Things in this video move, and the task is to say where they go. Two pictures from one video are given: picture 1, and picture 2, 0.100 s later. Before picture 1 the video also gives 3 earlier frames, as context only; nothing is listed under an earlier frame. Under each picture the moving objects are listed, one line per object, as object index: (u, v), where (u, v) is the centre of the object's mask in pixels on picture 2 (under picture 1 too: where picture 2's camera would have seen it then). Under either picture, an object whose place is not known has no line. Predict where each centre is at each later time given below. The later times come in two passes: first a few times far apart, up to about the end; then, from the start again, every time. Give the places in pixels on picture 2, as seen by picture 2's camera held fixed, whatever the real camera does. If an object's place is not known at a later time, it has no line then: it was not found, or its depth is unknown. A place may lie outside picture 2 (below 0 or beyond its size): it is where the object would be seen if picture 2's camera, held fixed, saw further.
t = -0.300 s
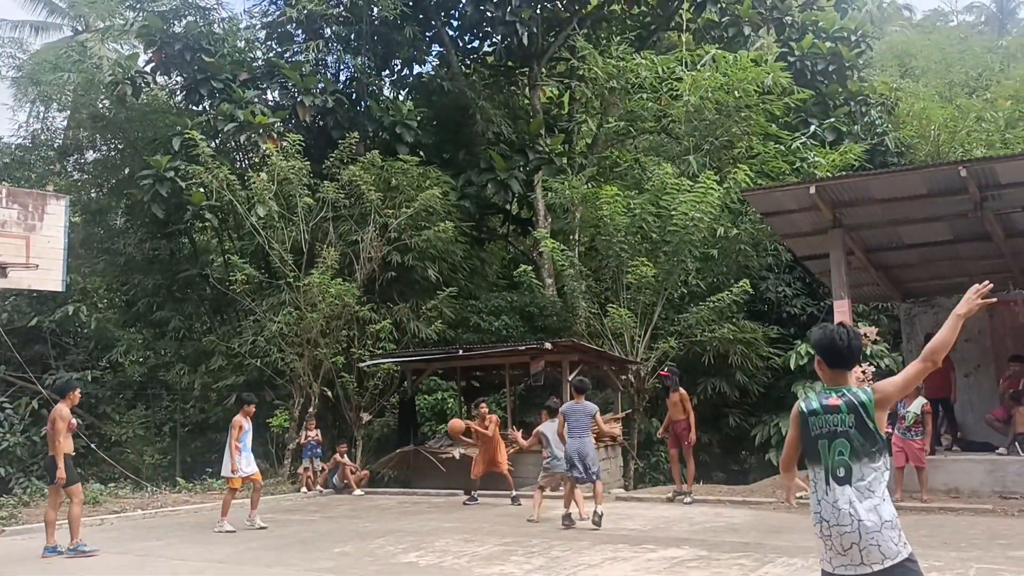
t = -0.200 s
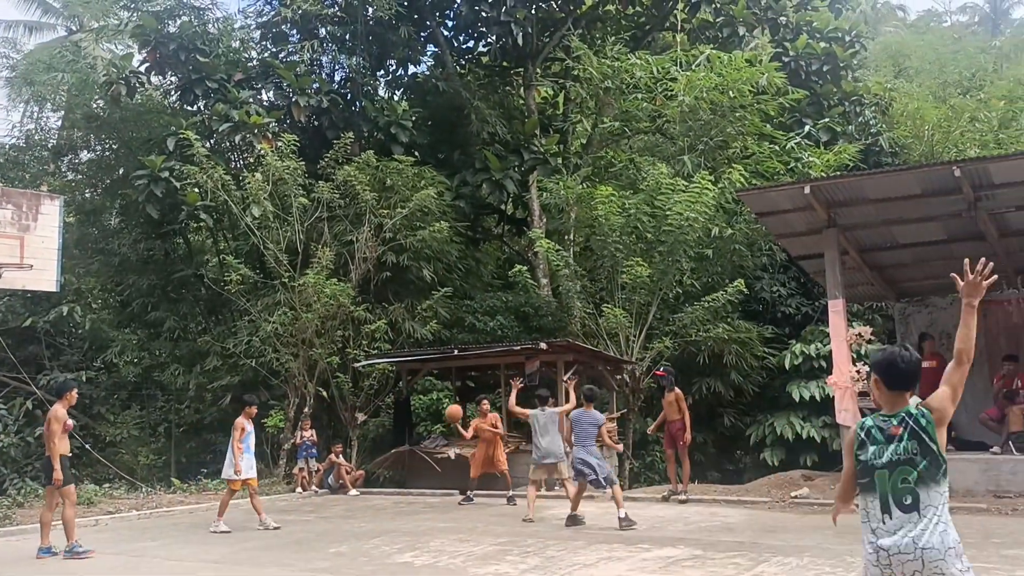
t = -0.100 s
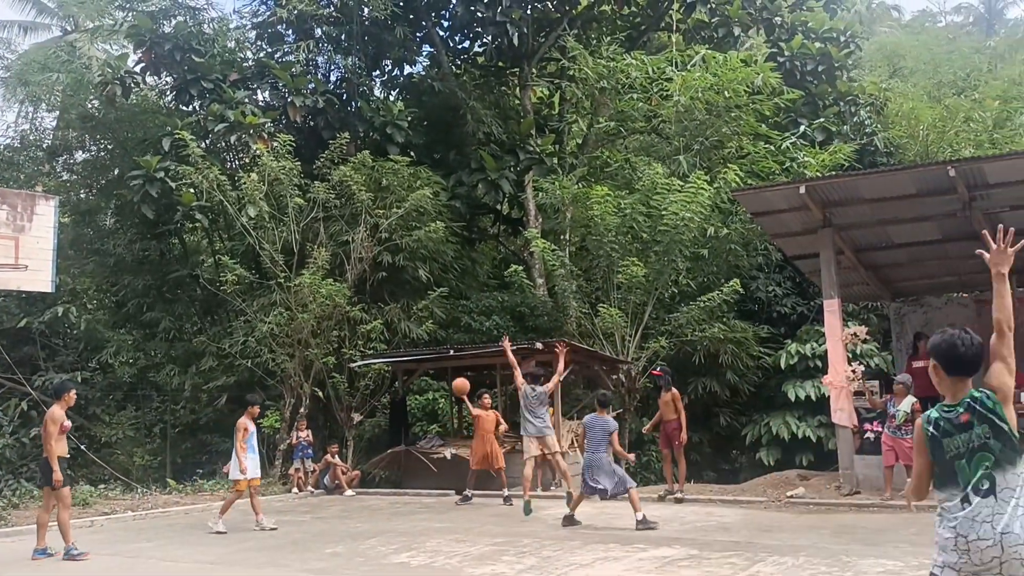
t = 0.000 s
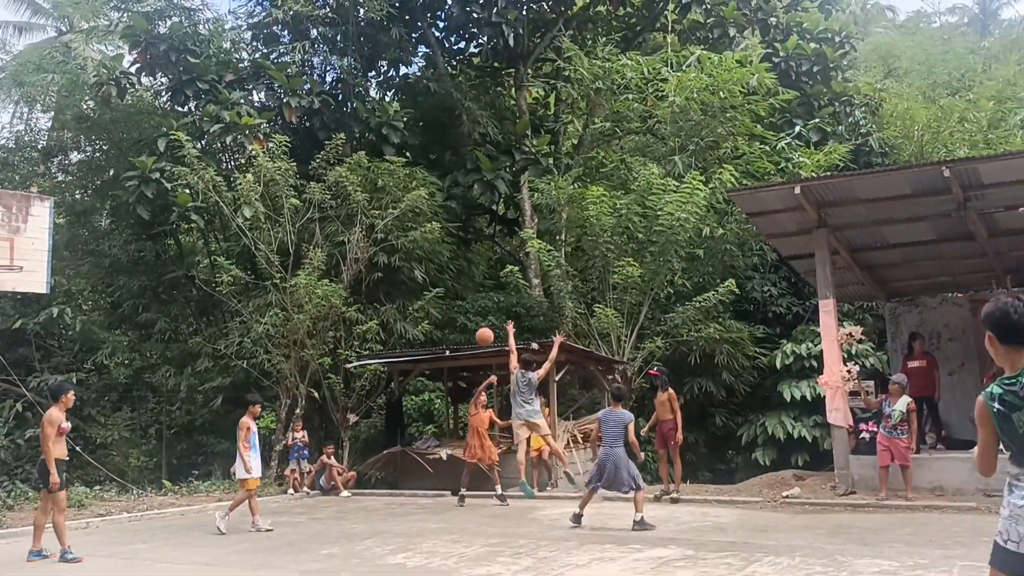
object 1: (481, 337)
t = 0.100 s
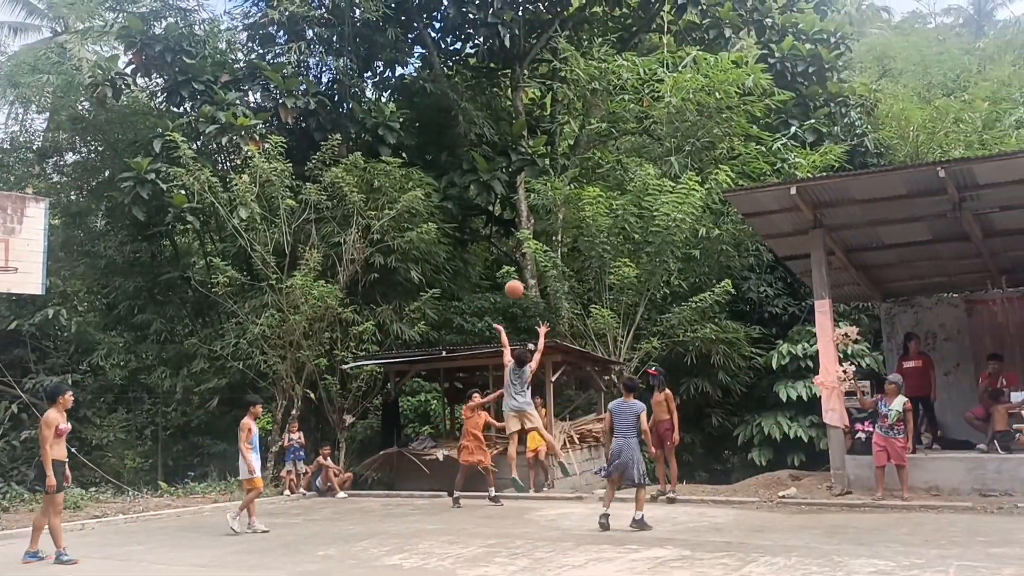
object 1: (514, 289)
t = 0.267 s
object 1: (573, 218)
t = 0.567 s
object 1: (694, 130)
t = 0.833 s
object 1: (829, 100)
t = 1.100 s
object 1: (1009, 138)
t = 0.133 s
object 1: (525, 274)
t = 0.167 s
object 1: (537, 259)
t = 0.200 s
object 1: (549, 245)
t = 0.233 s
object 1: (561, 232)
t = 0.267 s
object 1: (573, 218)
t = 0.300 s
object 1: (585, 206)
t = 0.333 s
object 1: (598, 194)
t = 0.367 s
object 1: (611, 183)
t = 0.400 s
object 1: (624, 172)
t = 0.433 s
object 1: (637, 163)
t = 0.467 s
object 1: (651, 153)
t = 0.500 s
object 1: (665, 145)
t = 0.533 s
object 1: (679, 136)
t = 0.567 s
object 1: (694, 130)
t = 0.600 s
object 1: (709, 123)
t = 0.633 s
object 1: (725, 117)
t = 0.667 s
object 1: (740, 112)
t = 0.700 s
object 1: (758, 108)
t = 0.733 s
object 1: (774, 105)
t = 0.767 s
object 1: (792, 102)
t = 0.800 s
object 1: (810, 101)
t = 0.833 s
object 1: (829, 100)
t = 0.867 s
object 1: (848, 100)
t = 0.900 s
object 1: (868, 102)
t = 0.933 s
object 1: (890, 105)
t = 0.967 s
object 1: (913, 109)
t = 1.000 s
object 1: (935, 114)
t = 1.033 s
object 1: (959, 121)
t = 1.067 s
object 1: (984, 130)
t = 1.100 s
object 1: (1009, 138)
